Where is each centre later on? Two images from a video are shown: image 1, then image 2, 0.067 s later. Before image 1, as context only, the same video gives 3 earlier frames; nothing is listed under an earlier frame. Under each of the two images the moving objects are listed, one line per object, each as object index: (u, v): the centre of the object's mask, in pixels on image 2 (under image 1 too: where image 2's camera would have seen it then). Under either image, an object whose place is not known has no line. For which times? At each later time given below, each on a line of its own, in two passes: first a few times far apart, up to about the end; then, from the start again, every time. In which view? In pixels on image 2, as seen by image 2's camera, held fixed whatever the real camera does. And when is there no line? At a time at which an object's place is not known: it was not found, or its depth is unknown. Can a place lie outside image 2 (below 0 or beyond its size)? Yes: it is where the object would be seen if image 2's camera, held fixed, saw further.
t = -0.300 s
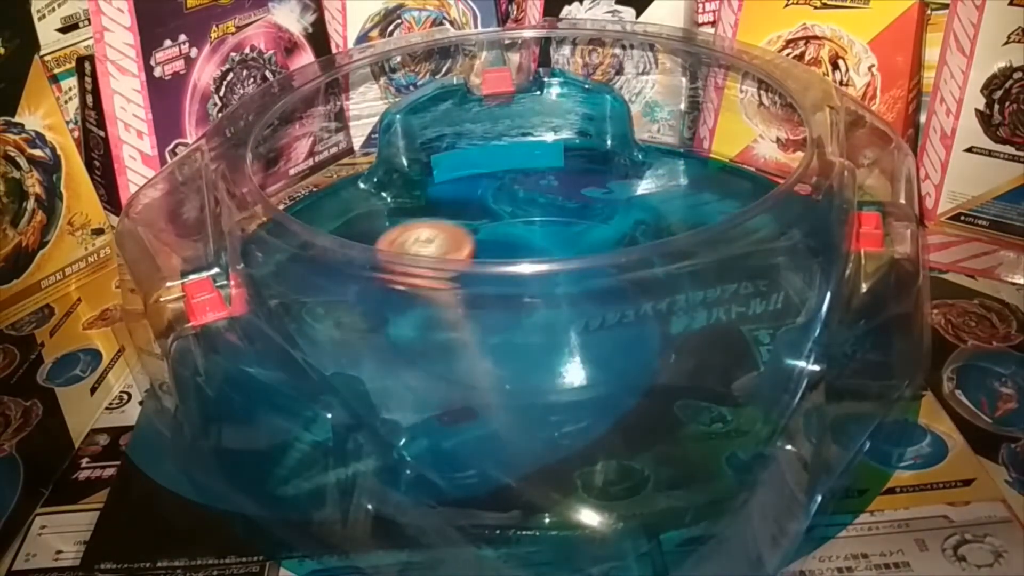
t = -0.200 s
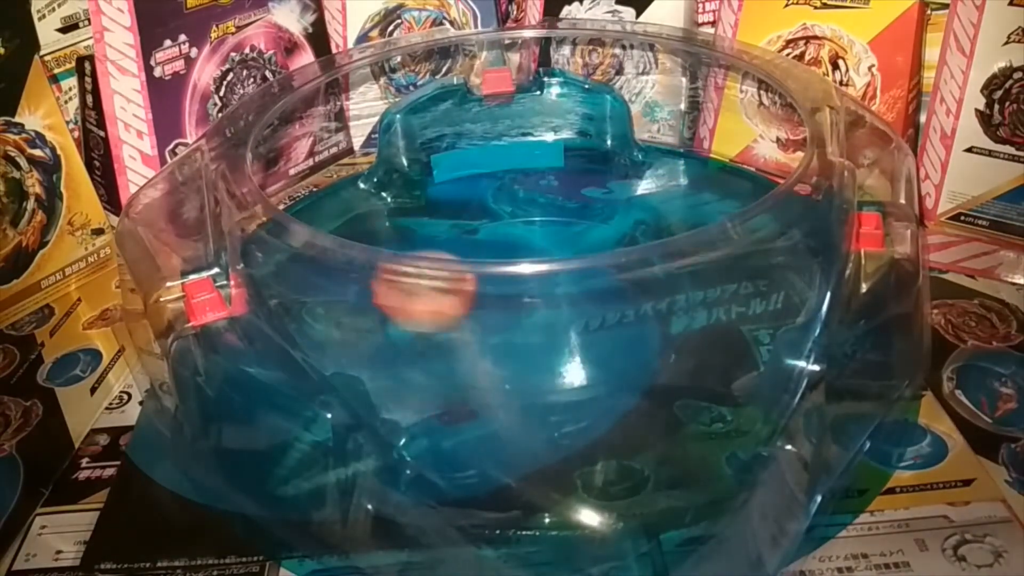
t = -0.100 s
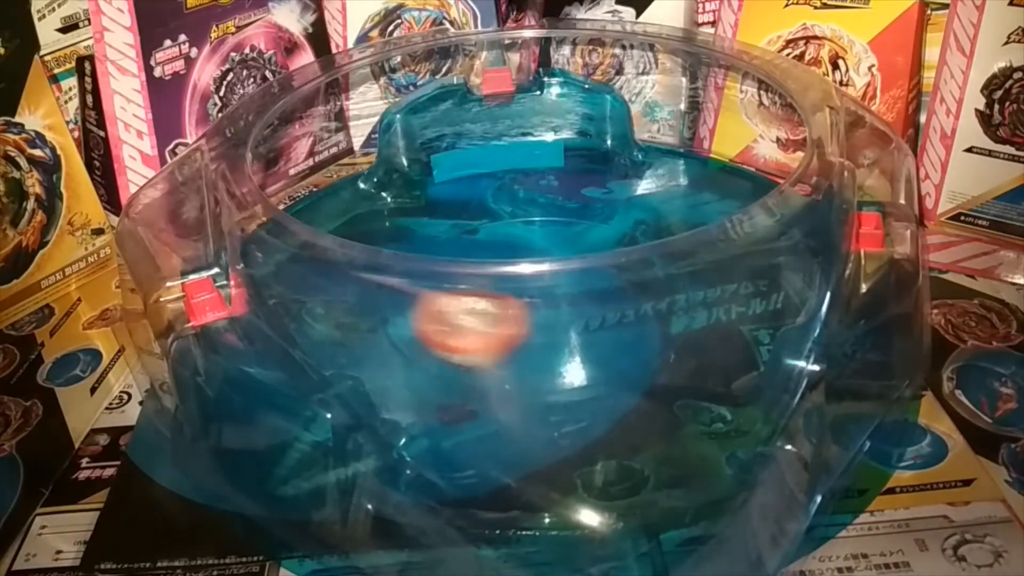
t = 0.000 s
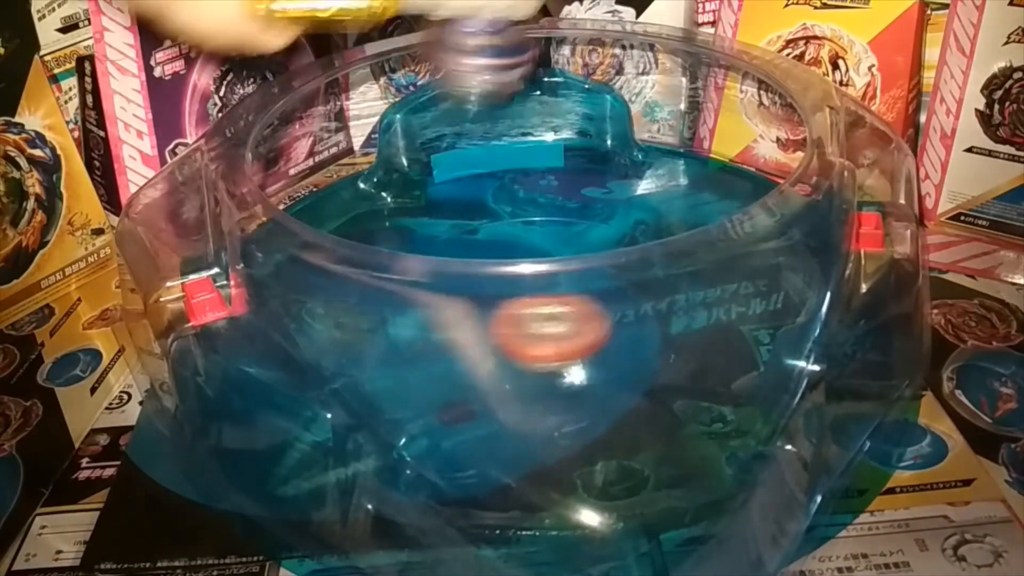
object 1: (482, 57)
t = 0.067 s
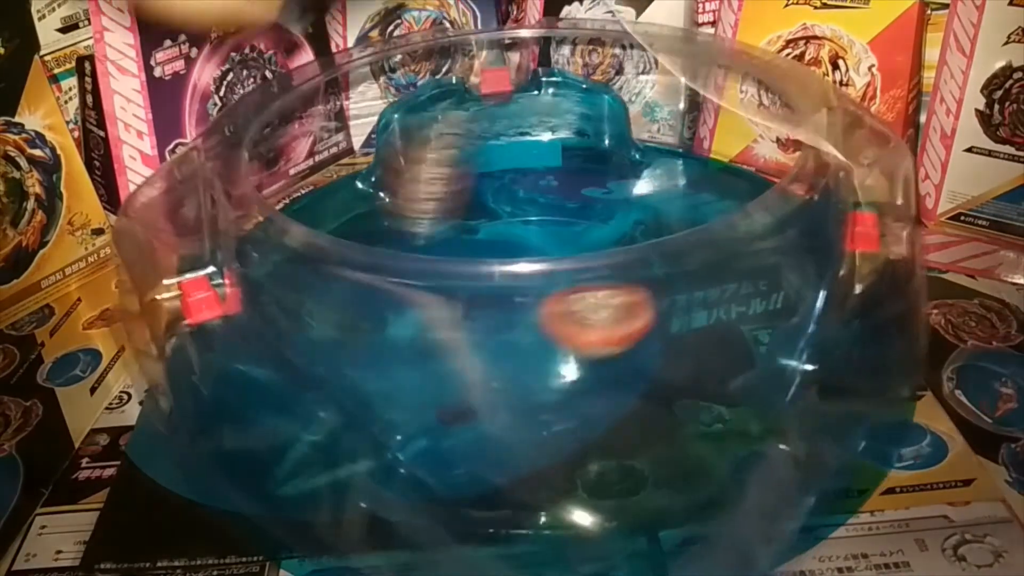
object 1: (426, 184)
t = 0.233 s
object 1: (478, 127)
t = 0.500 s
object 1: (447, 167)
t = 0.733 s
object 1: (531, 210)
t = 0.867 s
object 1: (539, 214)
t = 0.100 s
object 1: (417, 216)
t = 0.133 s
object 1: (429, 170)
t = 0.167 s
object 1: (444, 139)
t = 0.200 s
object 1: (461, 124)
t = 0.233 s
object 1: (478, 127)
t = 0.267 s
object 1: (497, 146)
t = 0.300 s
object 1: (517, 186)
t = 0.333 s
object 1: (521, 198)
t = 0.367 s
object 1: (501, 184)
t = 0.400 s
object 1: (481, 181)
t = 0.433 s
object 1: (464, 172)
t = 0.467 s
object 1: (454, 168)
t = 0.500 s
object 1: (447, 167)
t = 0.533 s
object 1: (447, 167)
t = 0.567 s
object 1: (449, 169)
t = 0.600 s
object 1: (457, 173)
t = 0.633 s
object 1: (471, 181)
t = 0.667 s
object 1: (489, 188)
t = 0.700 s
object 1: (508, 199)
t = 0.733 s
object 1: (531, 210)
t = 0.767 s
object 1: (544, 214)
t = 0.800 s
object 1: (544, 215)
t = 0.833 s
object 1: (541, 214)
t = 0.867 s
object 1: (539, 214)
